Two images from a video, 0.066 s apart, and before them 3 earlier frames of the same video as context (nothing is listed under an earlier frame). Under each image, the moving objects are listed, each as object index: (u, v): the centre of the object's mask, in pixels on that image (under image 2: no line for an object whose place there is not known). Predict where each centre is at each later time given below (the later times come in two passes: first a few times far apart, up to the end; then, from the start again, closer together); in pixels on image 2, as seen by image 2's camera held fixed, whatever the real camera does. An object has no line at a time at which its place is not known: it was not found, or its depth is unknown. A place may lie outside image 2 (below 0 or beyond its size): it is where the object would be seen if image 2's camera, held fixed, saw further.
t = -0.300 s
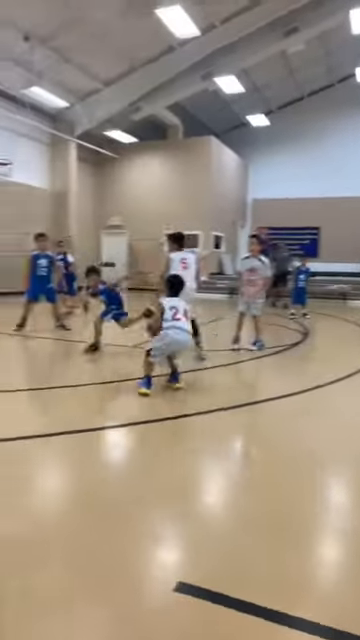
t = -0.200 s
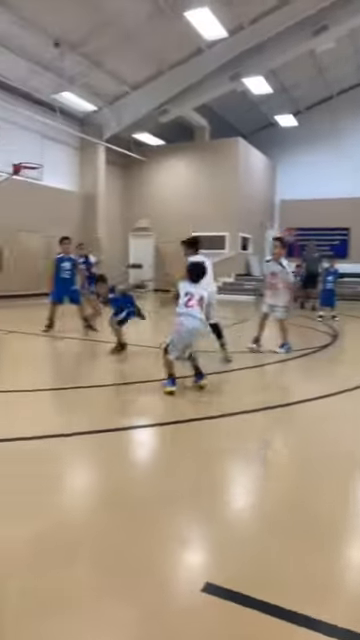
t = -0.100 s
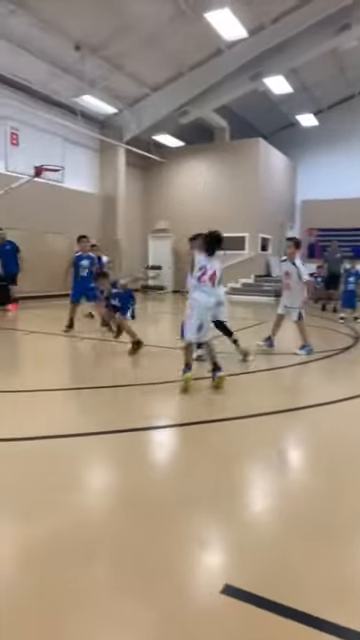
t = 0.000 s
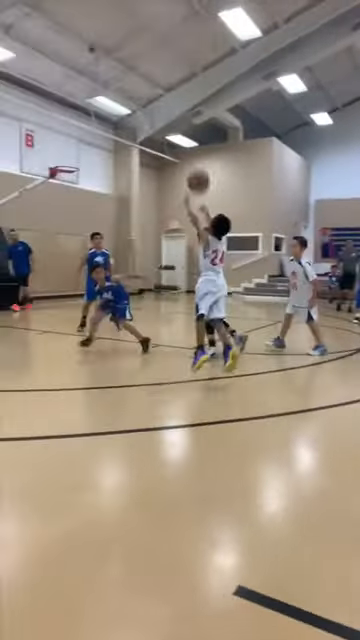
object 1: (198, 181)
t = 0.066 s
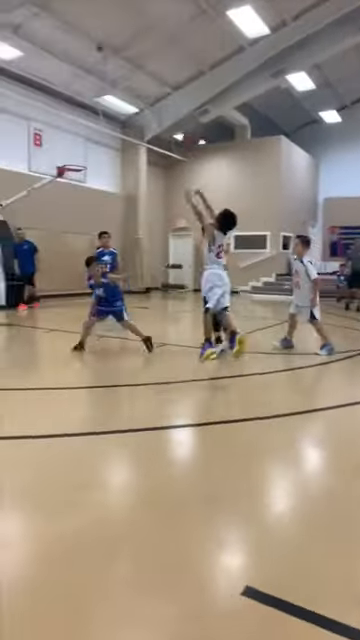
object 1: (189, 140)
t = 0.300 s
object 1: (152, 52)
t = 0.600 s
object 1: (117, 32)
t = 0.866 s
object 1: (95, 68)
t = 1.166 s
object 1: (77, 142)
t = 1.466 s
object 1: (79, 120)
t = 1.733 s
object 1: (86, 95)
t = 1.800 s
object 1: (88, 94)
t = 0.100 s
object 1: (185, 121)
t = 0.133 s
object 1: (178, 105)
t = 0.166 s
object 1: (173, 91)
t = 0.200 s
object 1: (167, 79)
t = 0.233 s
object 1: (162, 69)
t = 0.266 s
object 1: (157, 60)
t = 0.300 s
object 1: (152, 52)
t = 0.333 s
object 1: (147, 45)
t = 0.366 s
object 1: (143, 40)
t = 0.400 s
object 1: (138, 35)
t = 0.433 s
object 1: (135, 32)
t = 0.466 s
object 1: (131, 30)
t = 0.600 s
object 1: (117, 32)
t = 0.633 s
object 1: (113, 34)
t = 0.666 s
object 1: (110, 38)
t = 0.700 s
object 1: (107, 41)
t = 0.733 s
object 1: (104, 46)
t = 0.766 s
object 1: (102, 50)
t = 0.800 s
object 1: (99, 55)
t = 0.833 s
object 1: (97, 60)
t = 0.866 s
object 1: (95, 68)
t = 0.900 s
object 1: (93, 75)
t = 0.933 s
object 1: (90, 82)
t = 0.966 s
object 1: (88, 90)
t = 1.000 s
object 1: (86, 98)
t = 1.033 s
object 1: (86, 104)
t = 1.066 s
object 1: (82, 115)
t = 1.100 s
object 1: (80, 124)
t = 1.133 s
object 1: (78, 133)
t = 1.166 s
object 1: (77, 142)
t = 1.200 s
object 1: (75, 152)
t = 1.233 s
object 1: (74, 162)
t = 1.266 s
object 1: (73, 162)
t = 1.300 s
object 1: (74, 154)
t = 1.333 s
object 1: (75, 146)
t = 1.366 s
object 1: (76, 140)
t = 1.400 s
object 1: (77, 133)
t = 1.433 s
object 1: (78, 127)
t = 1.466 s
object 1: (79, 120)
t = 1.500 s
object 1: (80, 116)
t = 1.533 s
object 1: (80, 113)
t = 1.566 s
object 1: (80, 108)
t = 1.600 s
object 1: (83, 104)
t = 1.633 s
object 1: (83, 102)
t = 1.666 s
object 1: (84, 99)
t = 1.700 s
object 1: (86, 95)
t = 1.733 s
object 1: (86, 95)
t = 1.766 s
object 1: (87, 94)
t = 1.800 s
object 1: (88, 94)
